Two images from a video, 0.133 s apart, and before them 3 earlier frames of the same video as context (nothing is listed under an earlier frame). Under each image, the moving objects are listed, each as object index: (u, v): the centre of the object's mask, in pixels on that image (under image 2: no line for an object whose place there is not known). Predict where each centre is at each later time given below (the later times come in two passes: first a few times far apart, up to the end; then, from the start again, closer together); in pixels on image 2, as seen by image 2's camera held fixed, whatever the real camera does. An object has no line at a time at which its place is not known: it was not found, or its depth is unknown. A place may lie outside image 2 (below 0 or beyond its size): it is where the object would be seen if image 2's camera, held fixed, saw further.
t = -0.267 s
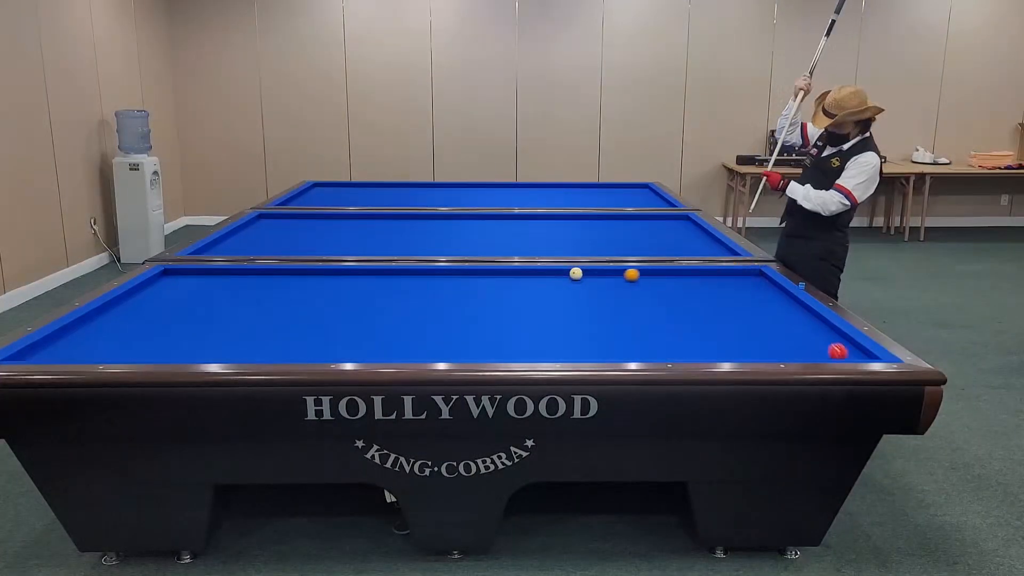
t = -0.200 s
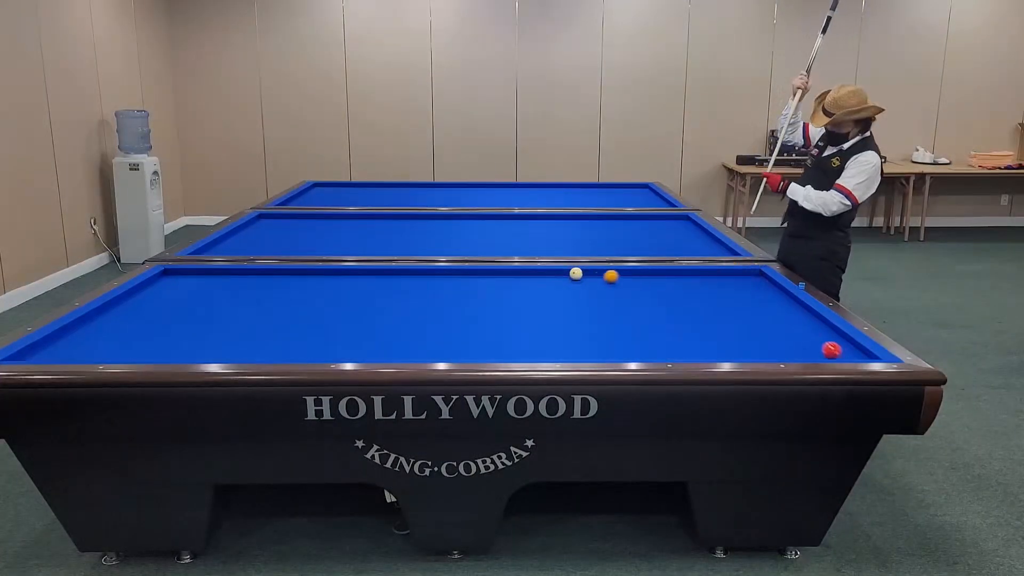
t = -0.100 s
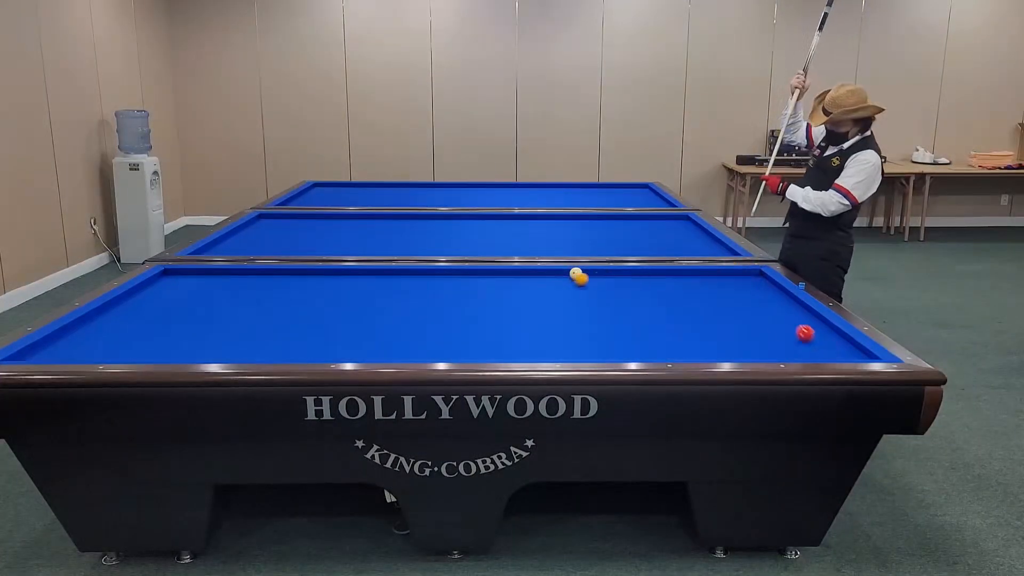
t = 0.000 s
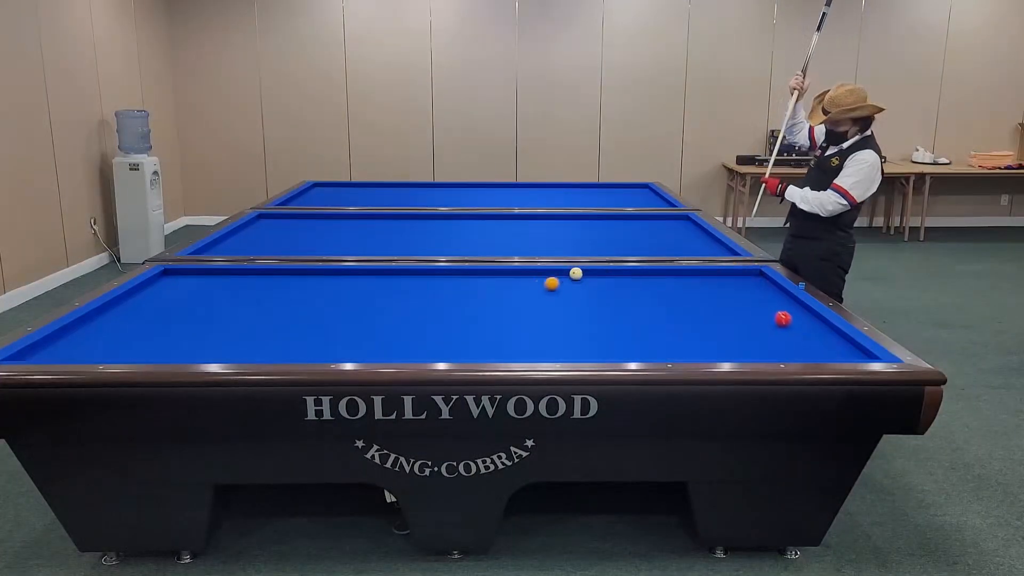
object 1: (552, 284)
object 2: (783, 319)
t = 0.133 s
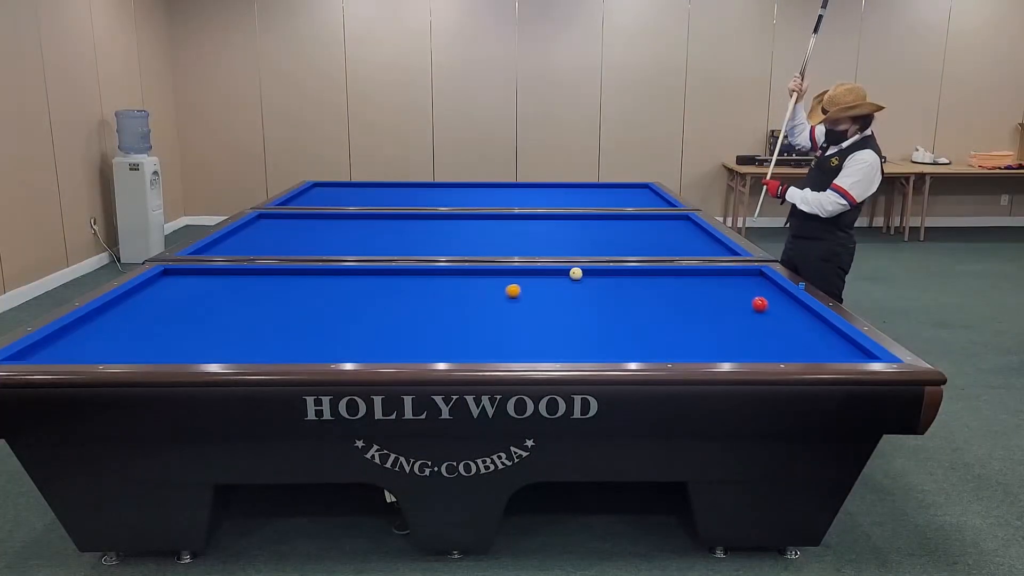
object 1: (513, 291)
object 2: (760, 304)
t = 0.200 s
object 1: (493, 295)
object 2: (750, 298)
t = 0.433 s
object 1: (416, 311)
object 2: (720, 279)
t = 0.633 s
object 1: (340, 327)
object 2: (711, 276)
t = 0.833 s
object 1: (254, 344)
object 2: (719, 285)
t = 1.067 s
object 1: (163, 353)
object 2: (726, 295)
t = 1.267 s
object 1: (121, 344)
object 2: (733, 305)
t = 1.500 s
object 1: (72, 334)
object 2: (742, 317)
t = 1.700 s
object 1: (93, 329)
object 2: (750, 328)
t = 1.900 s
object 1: (127, 325)
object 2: (759, 340)
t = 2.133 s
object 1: (163, 320)
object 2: (770, 353)
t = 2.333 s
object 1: (193, 317)
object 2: (766, 351)
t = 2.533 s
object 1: (220, 313)
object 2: (757, 345)
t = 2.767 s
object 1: (252, 309)
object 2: (748, 337)
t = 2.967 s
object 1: (277, 306)
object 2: (740, 331)
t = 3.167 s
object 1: (301, 303)
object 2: (734, 325)
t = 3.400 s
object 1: (327, 300)
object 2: (726, 319)
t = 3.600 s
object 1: (349, 298)
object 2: (720, 314)
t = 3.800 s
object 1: (369, 295)
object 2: (715, 310)
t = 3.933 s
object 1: (382, 293)
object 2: (711, 306)
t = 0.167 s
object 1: (503, 293)
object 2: (755, 301)
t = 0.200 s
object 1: (493, 295)
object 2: (750, 298)
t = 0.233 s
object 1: (482, 297)
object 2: (745, 295)
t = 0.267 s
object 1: (472, 300)
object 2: (741, 292)
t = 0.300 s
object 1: (461, 302)
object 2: (736, 289)
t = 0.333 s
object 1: (450, 304)
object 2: (732, 287)
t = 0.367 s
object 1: (439, 306)
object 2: (728, 284)
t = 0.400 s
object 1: (427, 309)
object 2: (724, 282)
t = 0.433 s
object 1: (416, 311)
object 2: (720, 279)
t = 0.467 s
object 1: (404, 314)
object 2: (716, 277)
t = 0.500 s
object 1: (392, 316)
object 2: (713, 274)
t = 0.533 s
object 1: (379, 319)
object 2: (709, 272)
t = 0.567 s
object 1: (367, 321)
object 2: (709, 272)
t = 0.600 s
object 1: (354, 324)
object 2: (710, 274)
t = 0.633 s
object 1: (340, 327)
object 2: (711, 276)
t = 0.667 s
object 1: (327, 329)
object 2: (713, 277)
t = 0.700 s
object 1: (313, 332)
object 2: (714, 279)
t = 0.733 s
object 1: (299, 335)
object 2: (716, 281)
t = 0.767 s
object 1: (284, 338)
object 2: (717, 282)
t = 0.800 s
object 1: (269, 341)
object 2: (718, 283)
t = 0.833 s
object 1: (254, 344)
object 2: (719, 285)
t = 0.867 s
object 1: (239, 348)
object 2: (720, 286)
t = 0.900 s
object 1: (223, 351)
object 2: (721, 288)
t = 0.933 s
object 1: (207, 353)
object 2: (722, 289)
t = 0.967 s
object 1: (190, 355)
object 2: (723, 291)
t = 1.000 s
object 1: (175, 356)
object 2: (724, 292)
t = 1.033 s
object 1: (169, 355)
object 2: (725, 294)
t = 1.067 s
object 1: (163, 353)
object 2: (726, 295)
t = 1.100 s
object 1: (157, 352)
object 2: (727, 297)
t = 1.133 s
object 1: (150, 350)
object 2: (729, 298)
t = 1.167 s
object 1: (143, 348)
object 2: (730, 300)
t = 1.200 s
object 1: (136, 347)
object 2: (731, 301)
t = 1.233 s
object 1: (128, 345)
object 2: (732, 303)
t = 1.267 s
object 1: (121, 344)
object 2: (733, 305)
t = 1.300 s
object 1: (114, 342)
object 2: (735, 306)
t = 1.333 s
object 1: (107, 341)
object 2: (736, 308)
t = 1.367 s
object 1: (100, 340)
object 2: (737, 310)
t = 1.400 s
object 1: (93, 338)
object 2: (738, 311)
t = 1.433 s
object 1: (86, 337)
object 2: (740, 313)
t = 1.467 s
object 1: (79, 336)
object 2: (741, 315)
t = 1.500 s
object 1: (72, 334)
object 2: (742, 317)
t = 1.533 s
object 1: (65, 333)
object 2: (743, 319)
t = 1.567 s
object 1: (64, 332)
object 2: (745, 320)
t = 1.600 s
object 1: (72, 331)
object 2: (746, 322)
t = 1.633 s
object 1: (80, 331)
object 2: (748, 324)
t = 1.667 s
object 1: (87, 330)
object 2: (749, 326)
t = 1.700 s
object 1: (93, 329)
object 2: (750, 328)
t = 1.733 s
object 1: (99, 328)
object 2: (752, 330)
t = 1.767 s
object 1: (105, 328)
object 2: (753, 332)
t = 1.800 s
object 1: (110, 327)
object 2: (755, 334)
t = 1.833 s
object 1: (116, 326)
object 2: (756, 336)
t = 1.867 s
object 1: (121, 326)
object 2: (758, 338)
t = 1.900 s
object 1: (127, 325)
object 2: (759, 340)
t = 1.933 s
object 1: (132, 324)
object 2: (761, 342)
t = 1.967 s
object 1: (137, 324)
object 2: (762, 344)
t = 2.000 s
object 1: (142, 323)
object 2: (764, 346)
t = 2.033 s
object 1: (148, 322)
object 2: (765, 349)
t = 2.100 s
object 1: (158, 321)
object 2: (769, 352)
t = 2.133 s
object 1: (163, 320)
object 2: (770, 353)
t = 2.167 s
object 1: (168, 320)
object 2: (772, 354)
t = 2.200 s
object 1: (173, 319)
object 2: (772, 354)
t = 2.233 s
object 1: (178, 319)
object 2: (770, 354)
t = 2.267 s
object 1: (183, 318)
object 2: (768, 353)
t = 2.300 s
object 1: (188, 317)
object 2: (767, 352)
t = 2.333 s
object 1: (193, 317)
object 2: (766, 351)
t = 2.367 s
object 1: (197, 316)
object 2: (764, 350)
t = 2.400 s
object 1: (202, 316)
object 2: (763, 349)
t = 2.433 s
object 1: (207, 315)
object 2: (761, 349)
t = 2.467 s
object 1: (211, 314)
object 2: (760, 347)
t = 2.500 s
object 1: (216, 314)
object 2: (759, 346)
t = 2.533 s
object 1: (220, 313)
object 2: (757, 345)
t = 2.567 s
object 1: (225, 313)
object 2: (756, 344)
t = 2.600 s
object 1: (229, 312)
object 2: (754, 343)
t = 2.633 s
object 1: (234, 312)
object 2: (753, 342)
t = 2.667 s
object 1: (238, 311)
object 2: (752, 340)
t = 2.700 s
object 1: (243, 311)
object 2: (750, 340)
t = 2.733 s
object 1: (247, 310)
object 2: (749, 338)
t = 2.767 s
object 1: (252, 309)
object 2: (748, 337)
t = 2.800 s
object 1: (256, 309)
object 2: (747, 336)
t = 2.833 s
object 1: (260, 308)
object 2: (745, 335)
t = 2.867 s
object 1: (264, 308)
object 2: (744, 334)
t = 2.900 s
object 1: (269, 307)
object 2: (743, 333)
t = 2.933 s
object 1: (273, 307)
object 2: (742, 332)
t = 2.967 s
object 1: (277, 306)
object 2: (740, 331)
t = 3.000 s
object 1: (281, 306)
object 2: (739, 330)
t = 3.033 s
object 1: (285, 306)
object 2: (738, 329)
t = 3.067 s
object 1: (289, 305)
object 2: (737, 328)
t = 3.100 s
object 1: (293, 304)
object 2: (736, 327)
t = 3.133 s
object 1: (297, 304)
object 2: (735, 326)
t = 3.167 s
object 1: (301, 303)
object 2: (734, 325)
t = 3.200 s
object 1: (305, 303)
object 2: (732, 324)
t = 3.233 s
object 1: (308, 303)
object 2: (731, 324)
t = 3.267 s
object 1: (312, 302)
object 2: (730, 323)
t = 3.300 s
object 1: (316, 302)
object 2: (729, 322)
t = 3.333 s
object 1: (320, 301)
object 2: (728, 321)
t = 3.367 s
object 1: (323, 301)
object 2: (727, 320)
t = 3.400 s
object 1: (327, 300)
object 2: (726, 319)
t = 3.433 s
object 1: (331, 300)
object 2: (725, 318)
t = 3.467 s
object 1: (335, 299)
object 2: (724, 317)
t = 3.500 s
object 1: (338, 299)
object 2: (723, 317)
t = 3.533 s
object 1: (342, 298)
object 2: (722, 316)
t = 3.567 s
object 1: (345, 298)
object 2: (721, 315)
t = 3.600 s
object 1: (349, 298)
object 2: (720, 314)
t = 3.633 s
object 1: (352, 297)
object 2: (720, 314)
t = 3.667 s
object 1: (356, 297)
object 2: (719, 313)
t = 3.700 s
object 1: (359, 296)
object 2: (718, 312)
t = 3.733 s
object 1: (362, 296)
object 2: (717, 311)
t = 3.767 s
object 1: (366, 295)
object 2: (716, 310)
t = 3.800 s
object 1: (369, 295)
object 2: (715, 310)
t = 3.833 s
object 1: (372, 295)
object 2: (714, 309)
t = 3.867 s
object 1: (376, 294)
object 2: (713, 308)
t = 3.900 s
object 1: (379, 294)
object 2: (712, 307)
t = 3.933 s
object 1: (382, 293)
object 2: (711, 306)
